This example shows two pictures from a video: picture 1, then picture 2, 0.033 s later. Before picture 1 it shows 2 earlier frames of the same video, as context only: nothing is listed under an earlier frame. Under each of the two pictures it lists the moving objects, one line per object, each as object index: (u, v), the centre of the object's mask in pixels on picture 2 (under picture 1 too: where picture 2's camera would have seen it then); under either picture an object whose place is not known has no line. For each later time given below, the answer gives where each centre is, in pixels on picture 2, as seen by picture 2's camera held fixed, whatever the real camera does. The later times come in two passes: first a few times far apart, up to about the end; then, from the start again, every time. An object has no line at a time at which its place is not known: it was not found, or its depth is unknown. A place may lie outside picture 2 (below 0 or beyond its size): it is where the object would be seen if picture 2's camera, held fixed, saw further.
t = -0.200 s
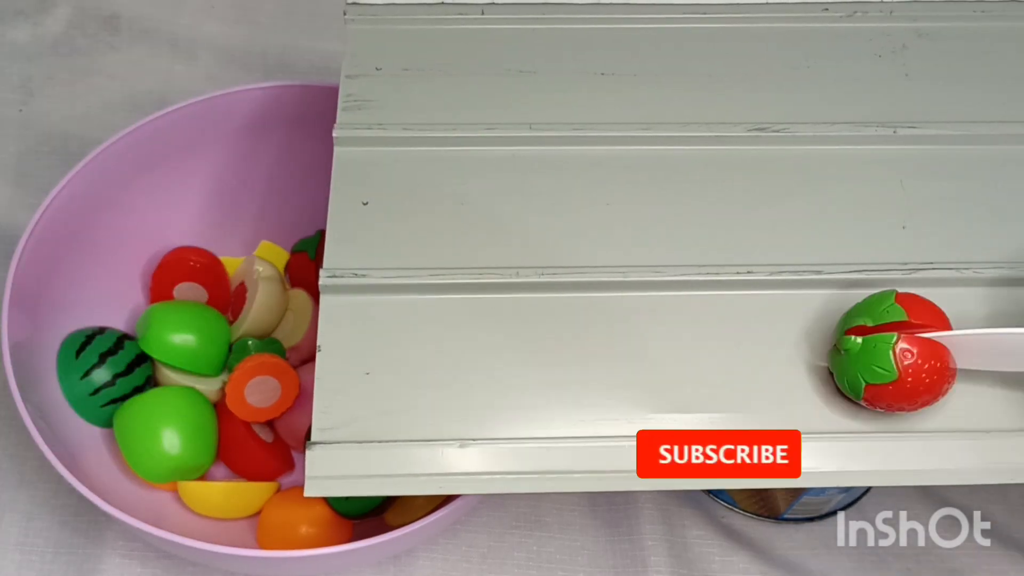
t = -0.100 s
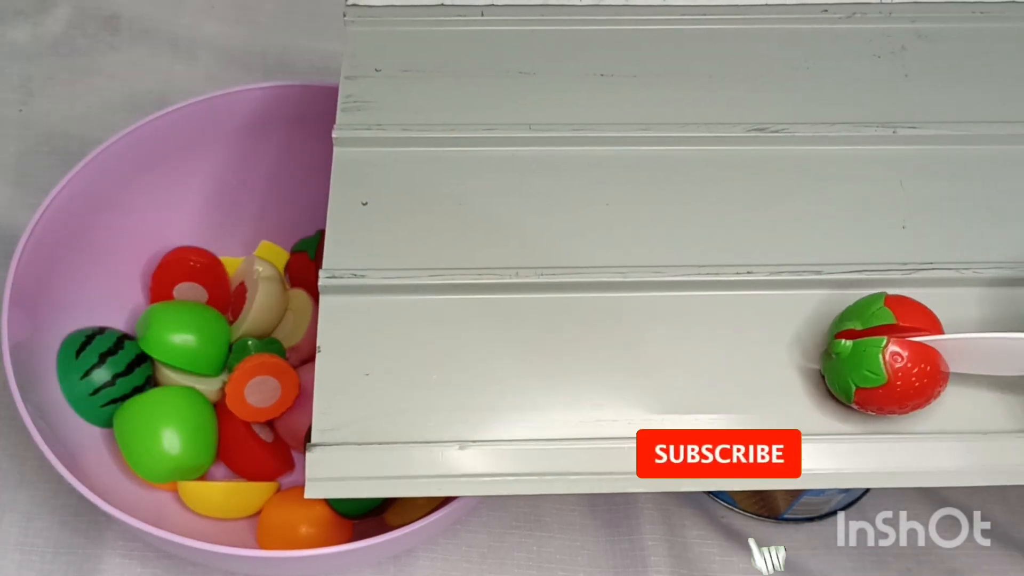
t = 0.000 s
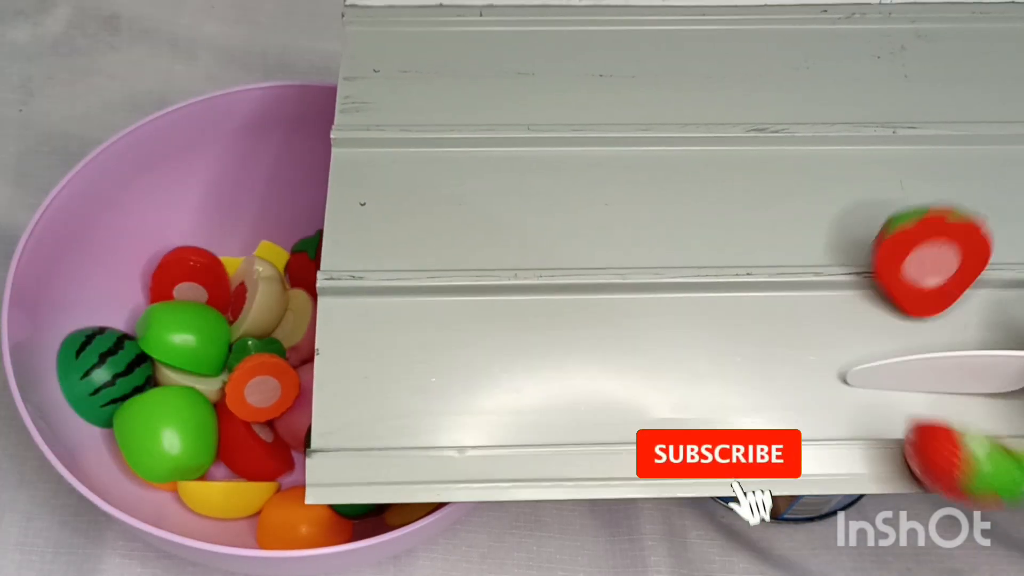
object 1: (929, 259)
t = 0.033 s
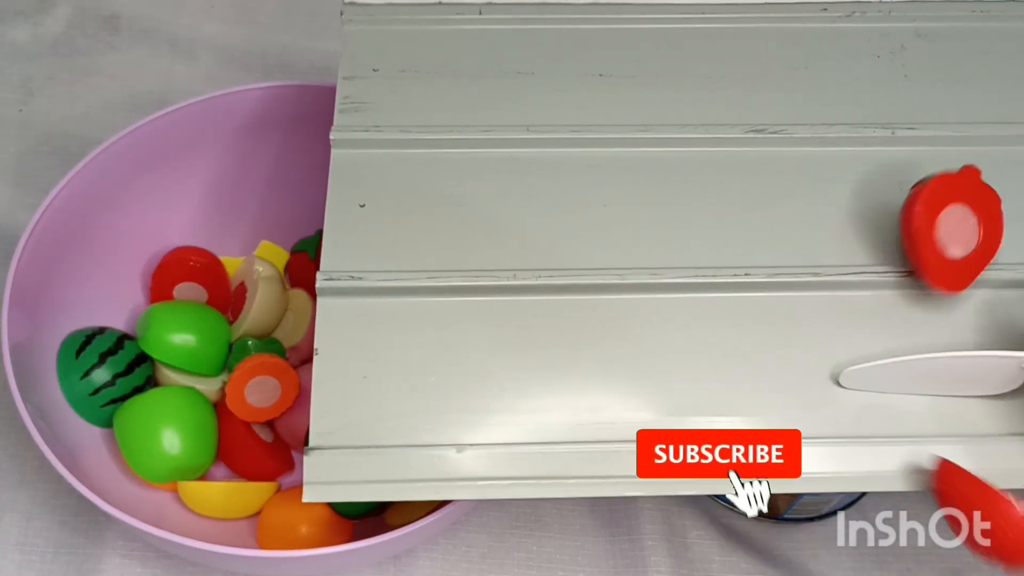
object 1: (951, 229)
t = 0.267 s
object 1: (923, 129)
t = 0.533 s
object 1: (848, 200)
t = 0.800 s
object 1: (843, 199)
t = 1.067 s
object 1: (816, 223)
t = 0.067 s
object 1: (949, 217)
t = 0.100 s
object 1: (964, 188)
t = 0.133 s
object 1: (970, 161)
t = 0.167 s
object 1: (965, 140)
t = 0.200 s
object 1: (954, 127)
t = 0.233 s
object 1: (936, 127)
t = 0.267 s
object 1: (923, 129)
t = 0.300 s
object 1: (902, 130)
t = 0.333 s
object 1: (877, 143)
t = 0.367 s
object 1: (866, 150)
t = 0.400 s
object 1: (858, 156)
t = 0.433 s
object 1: (852, 164)
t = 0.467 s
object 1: (850, 173)
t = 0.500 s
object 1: (849, 183)
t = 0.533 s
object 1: (848, 200)
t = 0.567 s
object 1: (847, 217)
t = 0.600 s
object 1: (851, 227)
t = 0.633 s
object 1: (857, 227)
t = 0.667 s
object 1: (862, 222)
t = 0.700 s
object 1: (862, 217)
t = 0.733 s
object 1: (859, 209)
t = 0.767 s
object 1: (853, 203)
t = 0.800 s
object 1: (843, 199)
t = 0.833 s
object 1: (831, 200)
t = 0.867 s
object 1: (819, 204)
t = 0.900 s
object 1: (811, 209)
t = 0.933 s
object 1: (807, 216)
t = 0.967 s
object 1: (807, 223)
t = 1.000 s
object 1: (808, 223)
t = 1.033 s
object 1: (811, 222)
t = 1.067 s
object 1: (816, 223)
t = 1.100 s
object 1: (819, 225)
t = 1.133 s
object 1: (818, 225)
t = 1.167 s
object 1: (813, 224)
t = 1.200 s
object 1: (807, 224)
